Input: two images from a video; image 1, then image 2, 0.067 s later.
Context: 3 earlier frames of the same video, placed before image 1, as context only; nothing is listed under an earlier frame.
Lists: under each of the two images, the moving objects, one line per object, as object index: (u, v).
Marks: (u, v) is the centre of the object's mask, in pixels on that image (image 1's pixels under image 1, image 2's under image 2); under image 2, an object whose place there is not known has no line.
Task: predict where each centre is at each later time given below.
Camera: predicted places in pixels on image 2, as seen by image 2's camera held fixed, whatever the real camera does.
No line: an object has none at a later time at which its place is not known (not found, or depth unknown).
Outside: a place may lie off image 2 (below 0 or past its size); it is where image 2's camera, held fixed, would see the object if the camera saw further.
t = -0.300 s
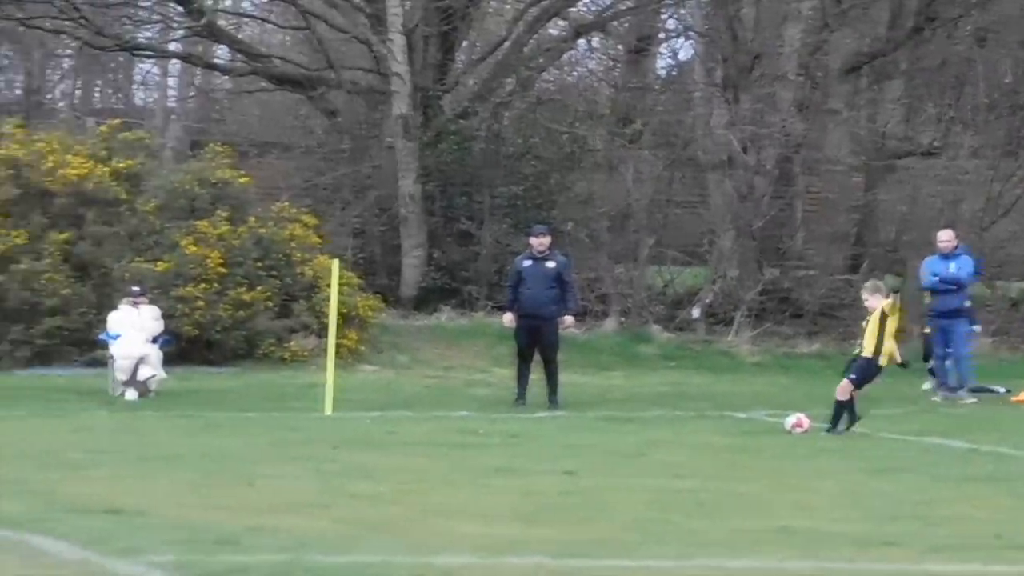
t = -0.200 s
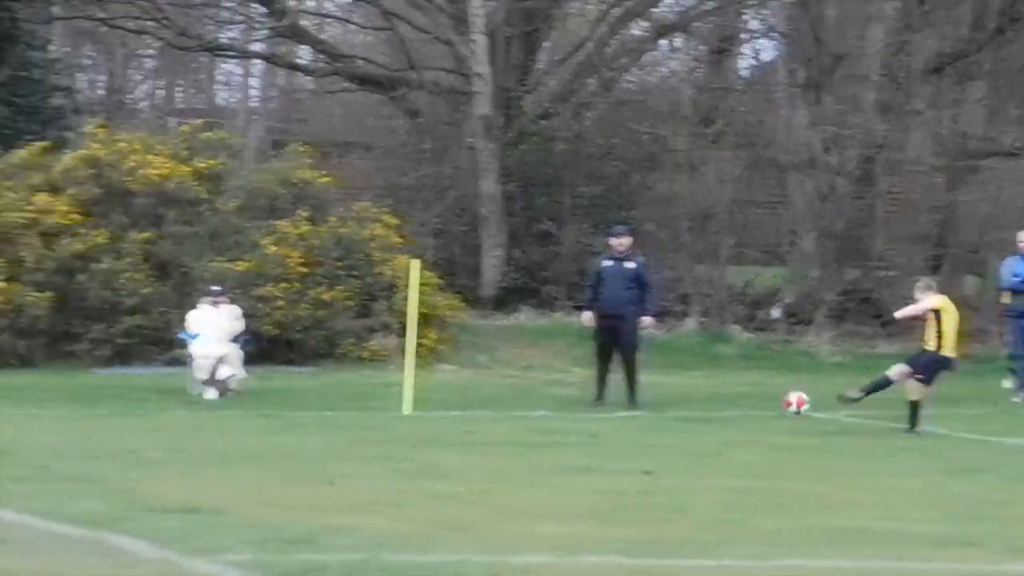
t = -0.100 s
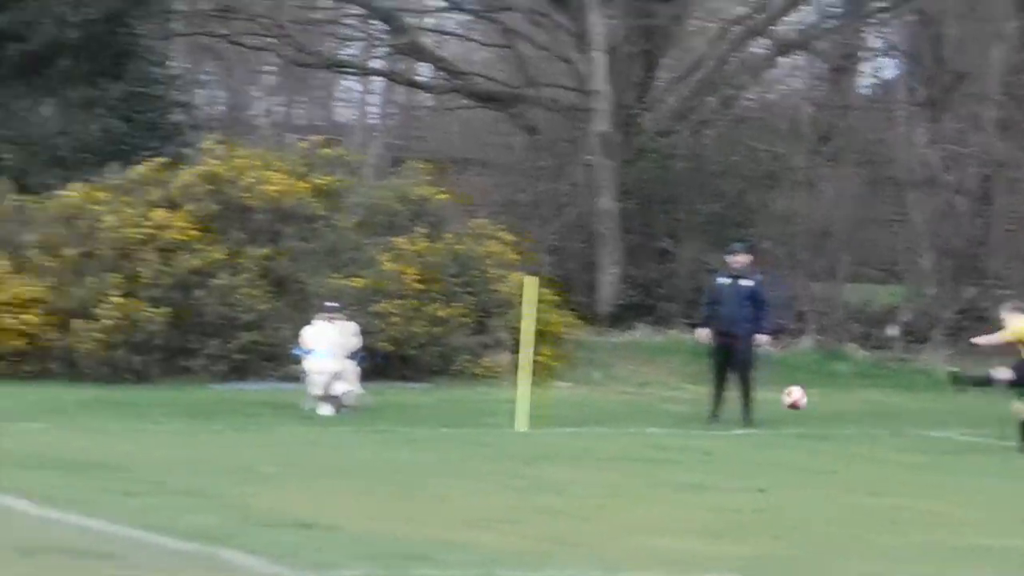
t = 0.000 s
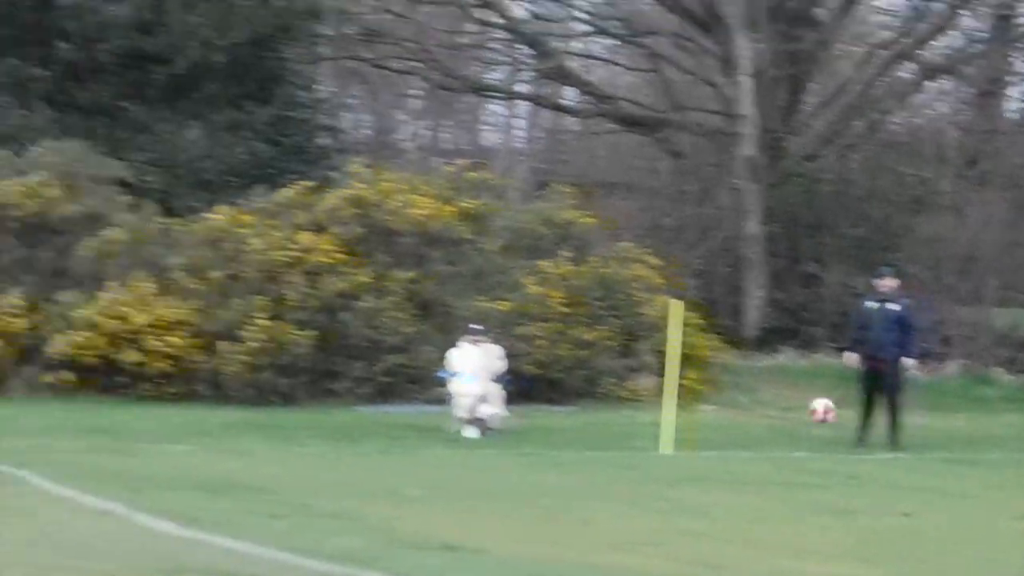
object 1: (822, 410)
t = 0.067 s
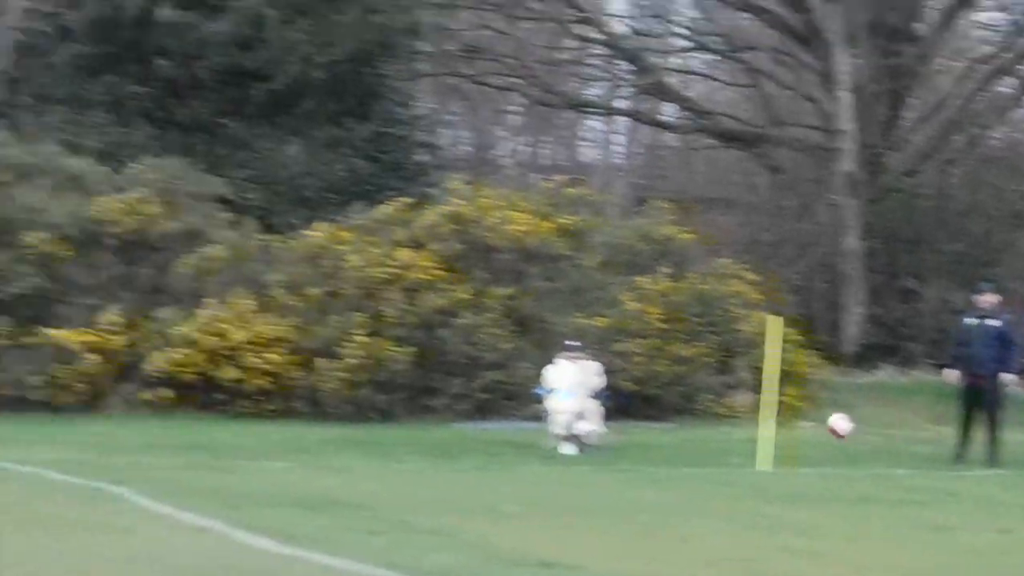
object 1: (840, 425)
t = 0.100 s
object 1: (802, 426)
